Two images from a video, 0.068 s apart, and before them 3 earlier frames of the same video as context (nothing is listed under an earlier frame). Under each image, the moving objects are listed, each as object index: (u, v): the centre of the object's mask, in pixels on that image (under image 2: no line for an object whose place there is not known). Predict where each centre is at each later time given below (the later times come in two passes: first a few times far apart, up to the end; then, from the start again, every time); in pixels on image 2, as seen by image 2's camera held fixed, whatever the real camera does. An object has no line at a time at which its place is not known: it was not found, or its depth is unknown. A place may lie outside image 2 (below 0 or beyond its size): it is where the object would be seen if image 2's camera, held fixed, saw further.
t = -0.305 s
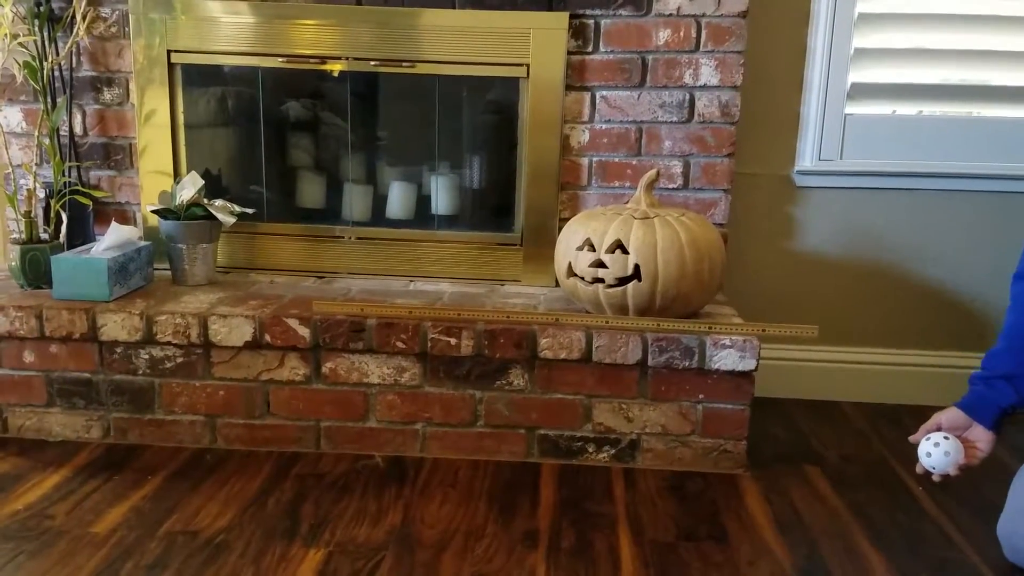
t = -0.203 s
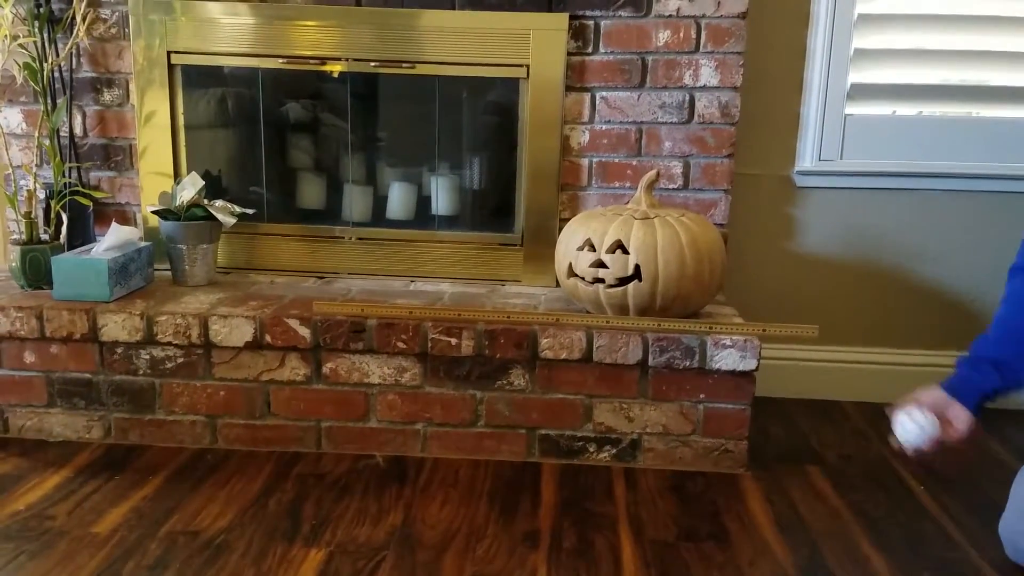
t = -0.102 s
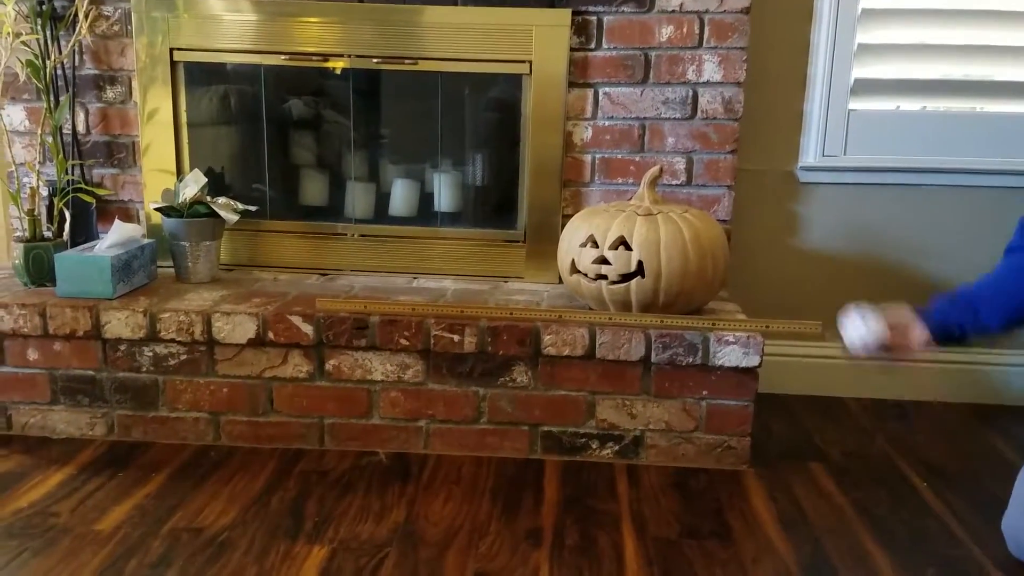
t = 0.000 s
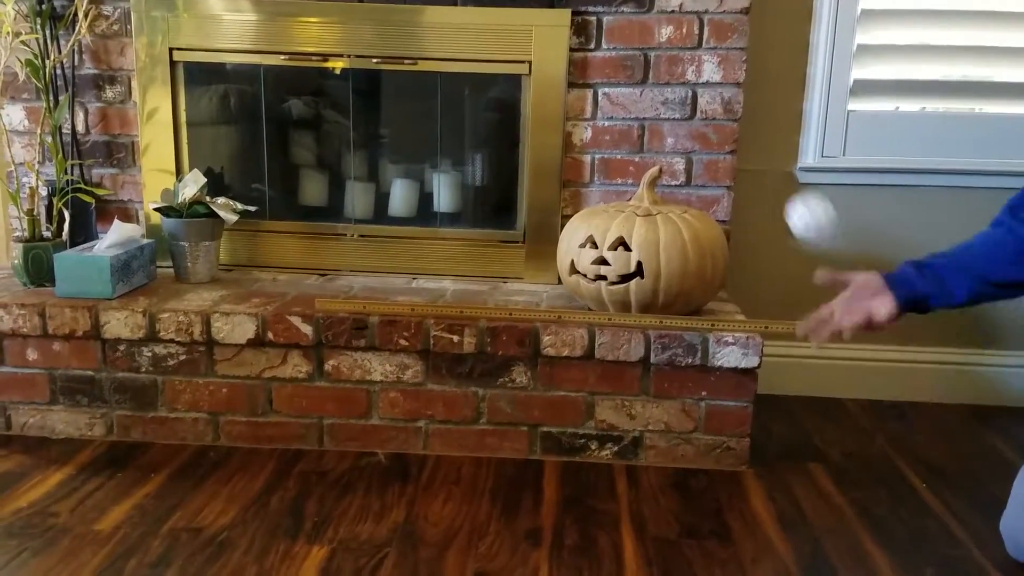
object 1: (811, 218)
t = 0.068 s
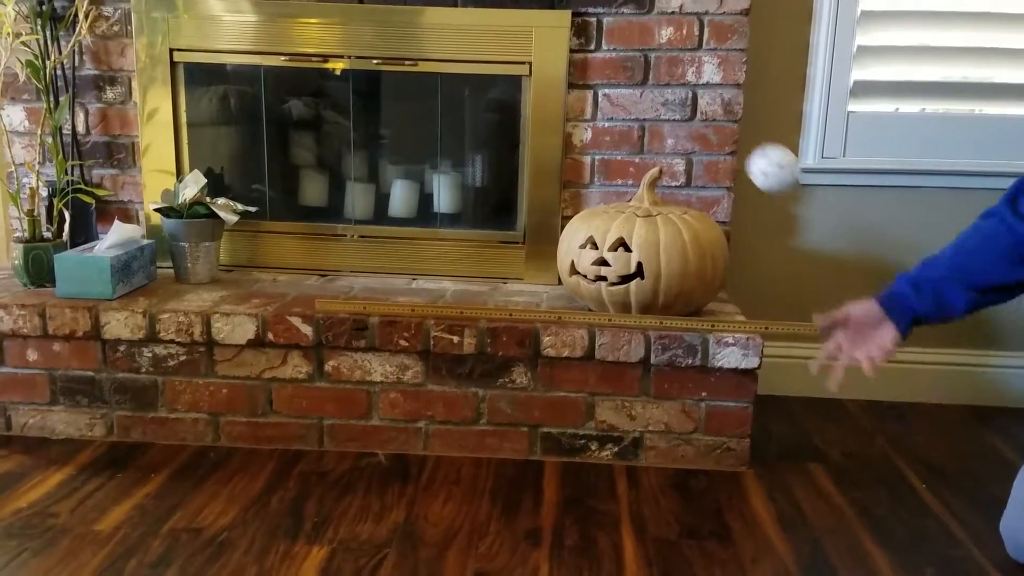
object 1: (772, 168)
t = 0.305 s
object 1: (615, 199)
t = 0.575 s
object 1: (448, 447)
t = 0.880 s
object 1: (316, 378)
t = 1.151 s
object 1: (204, 425)
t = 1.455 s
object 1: (94, 450)
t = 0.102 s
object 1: (753, 152)
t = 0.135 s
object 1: (732, 143)
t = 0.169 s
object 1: (710, 140)
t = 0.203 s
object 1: (688, 144)
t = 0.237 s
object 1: (663, 156)
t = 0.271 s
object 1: (639, 174)
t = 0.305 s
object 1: (615, 199)
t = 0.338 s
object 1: (589, 233)
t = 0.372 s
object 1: (565, 274)
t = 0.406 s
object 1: (545, 318)
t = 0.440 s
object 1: (522, 370)
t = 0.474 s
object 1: (500, 427)
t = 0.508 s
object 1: (478, 491)
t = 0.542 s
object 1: (462, 483)
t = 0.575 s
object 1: (448, 447)
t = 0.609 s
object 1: (435, 417)
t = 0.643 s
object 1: (421, 391)
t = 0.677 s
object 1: (407, 371)
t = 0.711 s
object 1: (392, 356)
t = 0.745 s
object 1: (377, 348)
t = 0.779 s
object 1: (361, 346)
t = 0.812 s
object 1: (346, 350)
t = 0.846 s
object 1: (332, 361)
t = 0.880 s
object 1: (316, 378)
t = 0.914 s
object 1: (302, 401)
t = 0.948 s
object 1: (288, 431)
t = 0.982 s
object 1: (273, 467)
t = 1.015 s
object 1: (259, 500)
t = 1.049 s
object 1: (245, 475)
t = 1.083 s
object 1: (231, 452)
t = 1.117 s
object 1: (217, 436)
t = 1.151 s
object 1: (204, 425)
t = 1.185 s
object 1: (191, 420)
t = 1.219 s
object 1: (177, 420)
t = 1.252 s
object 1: (164, 427)
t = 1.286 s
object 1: (152, 439)
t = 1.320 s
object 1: (139, 458)
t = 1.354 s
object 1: (128, 482)
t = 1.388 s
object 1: (116, 480)
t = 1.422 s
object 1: (105, 462)
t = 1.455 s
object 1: (94, 450)
